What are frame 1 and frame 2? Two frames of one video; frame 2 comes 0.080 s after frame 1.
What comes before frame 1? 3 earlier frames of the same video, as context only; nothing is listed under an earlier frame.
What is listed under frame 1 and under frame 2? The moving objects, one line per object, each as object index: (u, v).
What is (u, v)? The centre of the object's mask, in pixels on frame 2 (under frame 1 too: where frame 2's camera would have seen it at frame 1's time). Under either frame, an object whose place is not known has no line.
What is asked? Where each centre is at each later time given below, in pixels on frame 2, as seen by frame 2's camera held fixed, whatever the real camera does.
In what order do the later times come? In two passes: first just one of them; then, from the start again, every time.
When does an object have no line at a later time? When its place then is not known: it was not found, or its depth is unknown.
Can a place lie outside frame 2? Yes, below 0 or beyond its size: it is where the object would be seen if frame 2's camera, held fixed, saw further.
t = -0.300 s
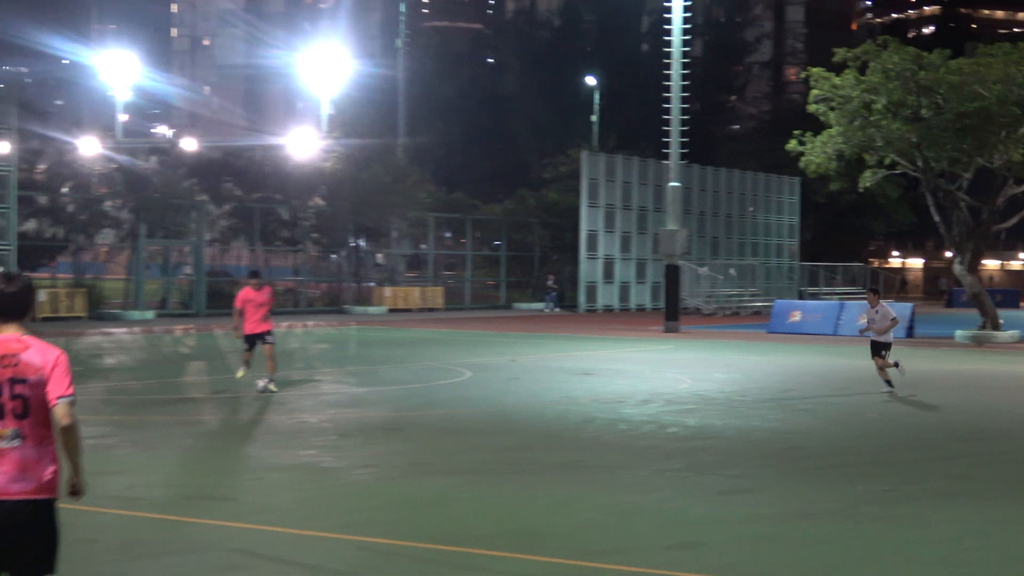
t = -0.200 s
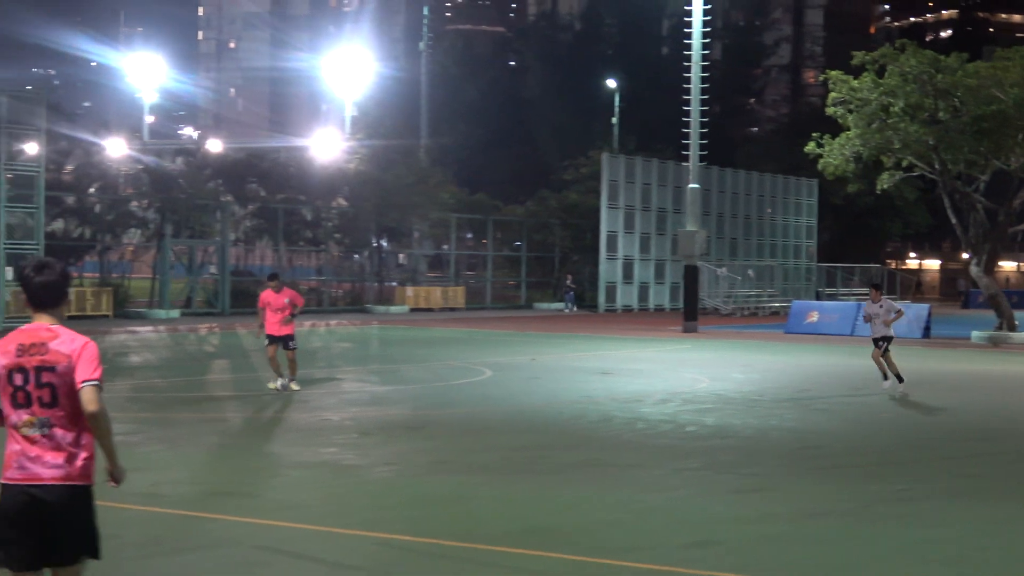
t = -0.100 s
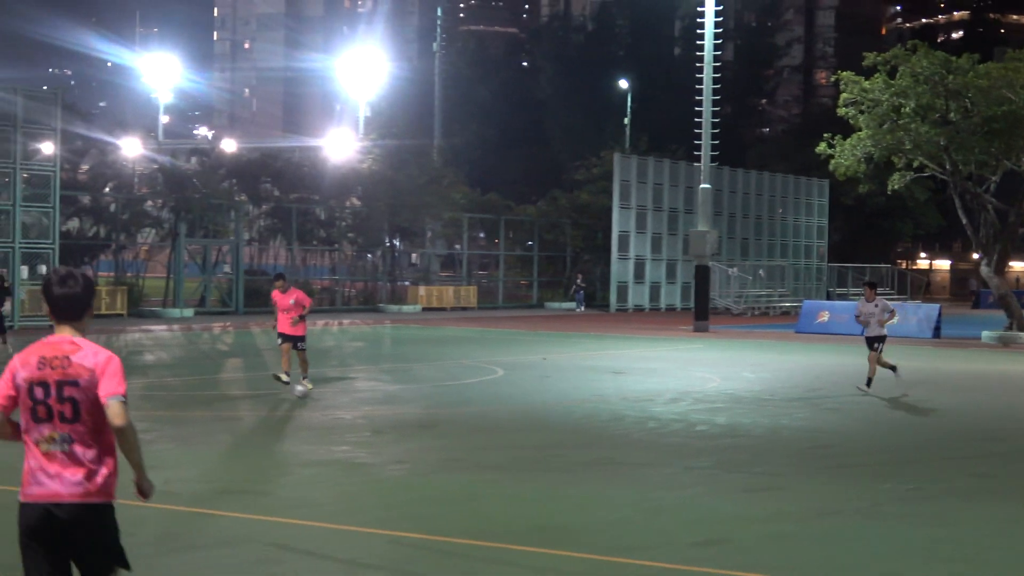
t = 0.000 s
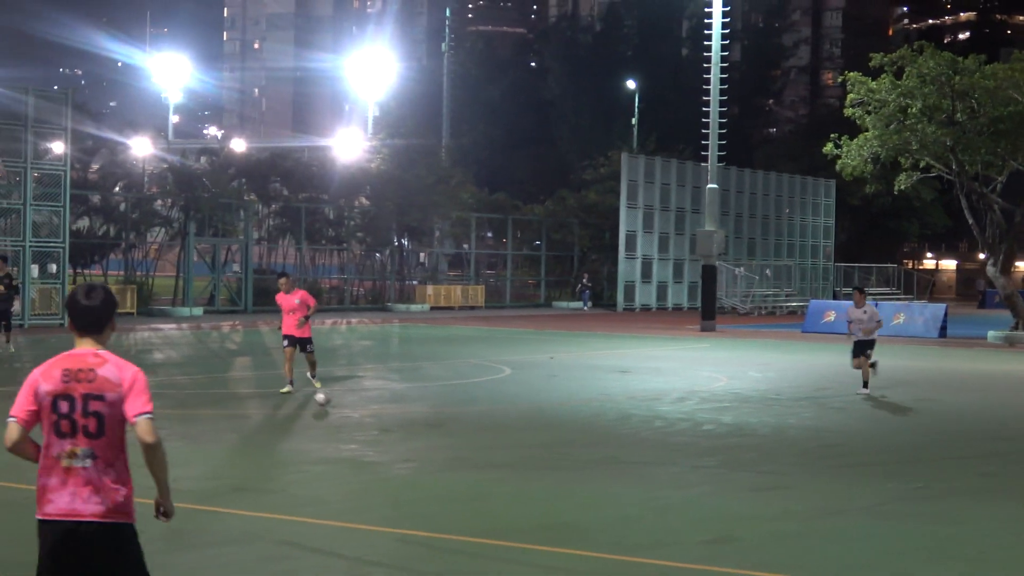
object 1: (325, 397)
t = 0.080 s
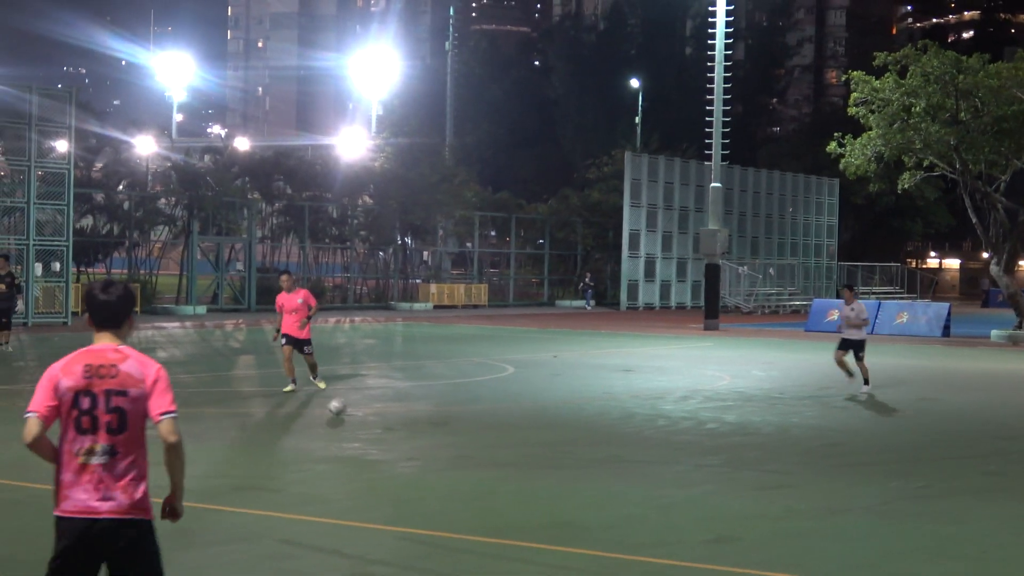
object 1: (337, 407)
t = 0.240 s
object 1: (363, 426)
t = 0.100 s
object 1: (339, 409)
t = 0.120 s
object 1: (342, 412)
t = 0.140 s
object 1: (345, 415)
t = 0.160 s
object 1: (350, 416)
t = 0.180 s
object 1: (352, 418)
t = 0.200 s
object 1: (356, 421)
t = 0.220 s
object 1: (359, 424)
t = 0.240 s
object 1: (363, 426)
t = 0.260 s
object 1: (367, 428)
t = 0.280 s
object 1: (371, 430)
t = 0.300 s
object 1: (374, 433)
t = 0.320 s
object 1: (379, 436)
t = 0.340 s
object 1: (383, 440)
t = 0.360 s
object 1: (387, 441)
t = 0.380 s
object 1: (391, 442)
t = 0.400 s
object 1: (396, 444)
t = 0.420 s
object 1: (400, 447)
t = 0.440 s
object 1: (404, 450)
